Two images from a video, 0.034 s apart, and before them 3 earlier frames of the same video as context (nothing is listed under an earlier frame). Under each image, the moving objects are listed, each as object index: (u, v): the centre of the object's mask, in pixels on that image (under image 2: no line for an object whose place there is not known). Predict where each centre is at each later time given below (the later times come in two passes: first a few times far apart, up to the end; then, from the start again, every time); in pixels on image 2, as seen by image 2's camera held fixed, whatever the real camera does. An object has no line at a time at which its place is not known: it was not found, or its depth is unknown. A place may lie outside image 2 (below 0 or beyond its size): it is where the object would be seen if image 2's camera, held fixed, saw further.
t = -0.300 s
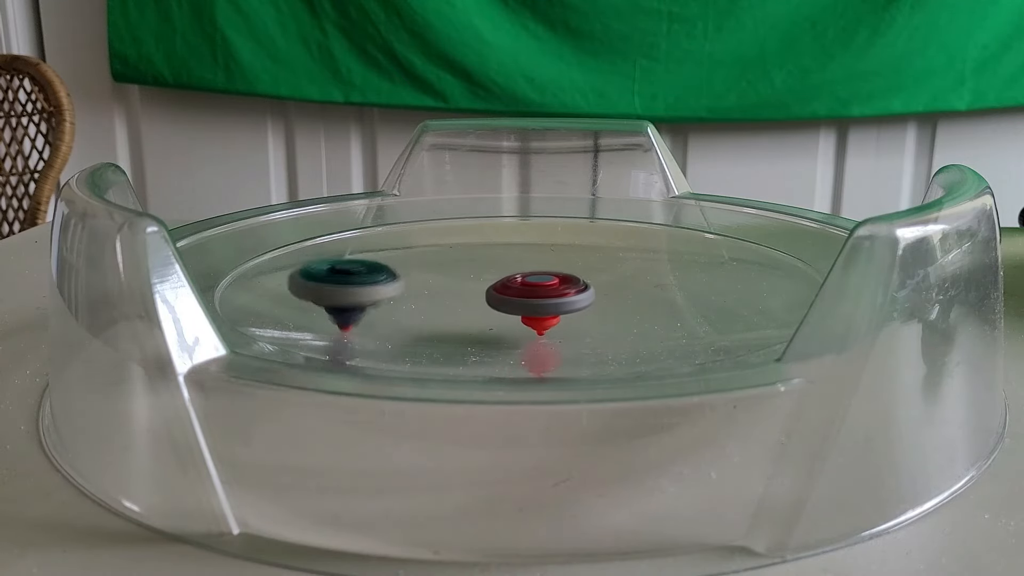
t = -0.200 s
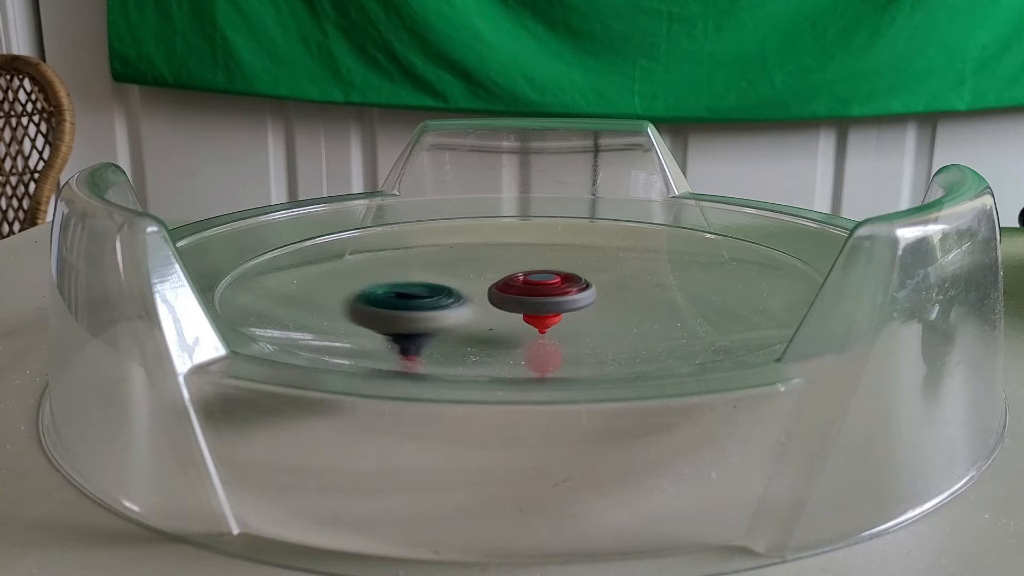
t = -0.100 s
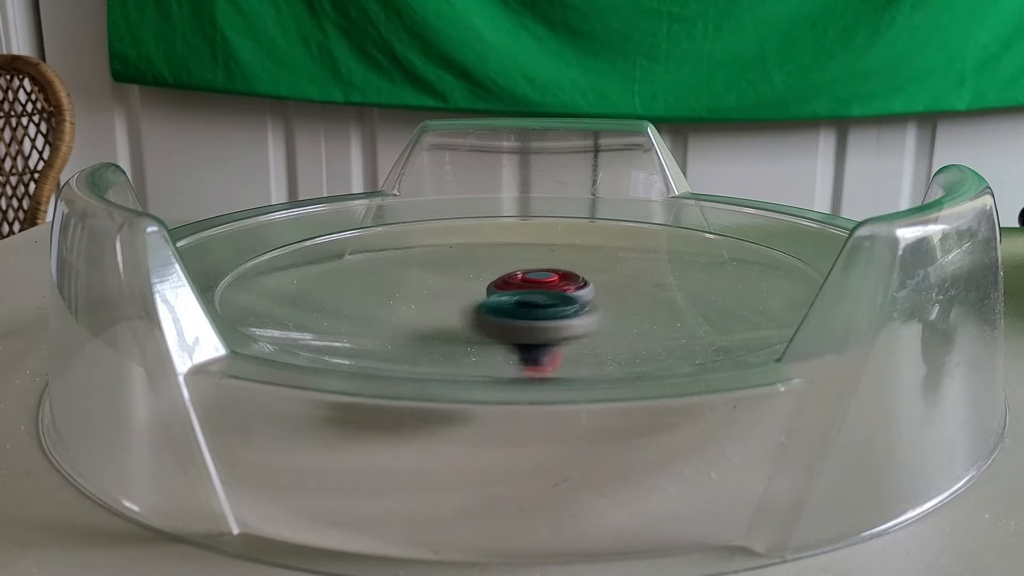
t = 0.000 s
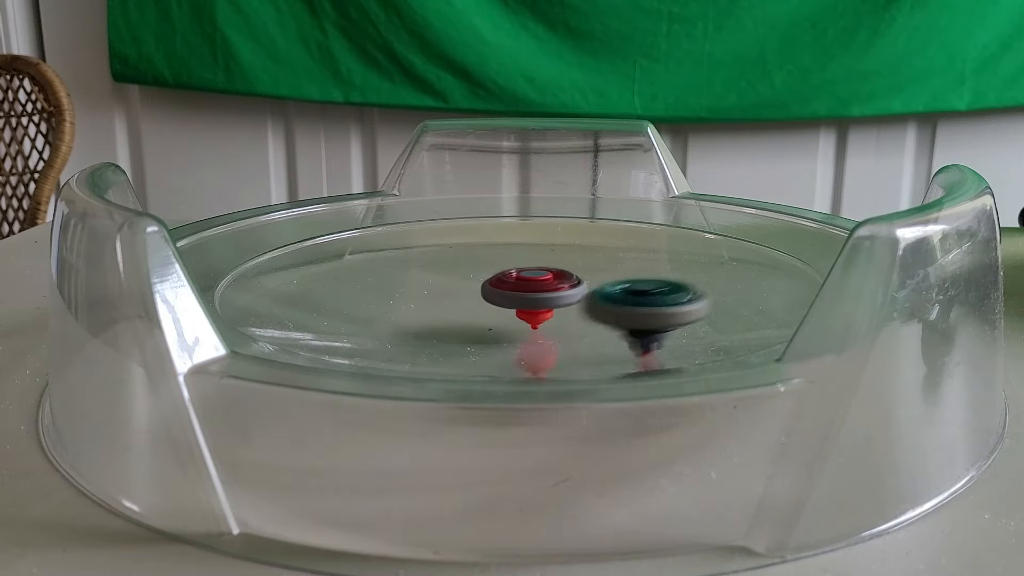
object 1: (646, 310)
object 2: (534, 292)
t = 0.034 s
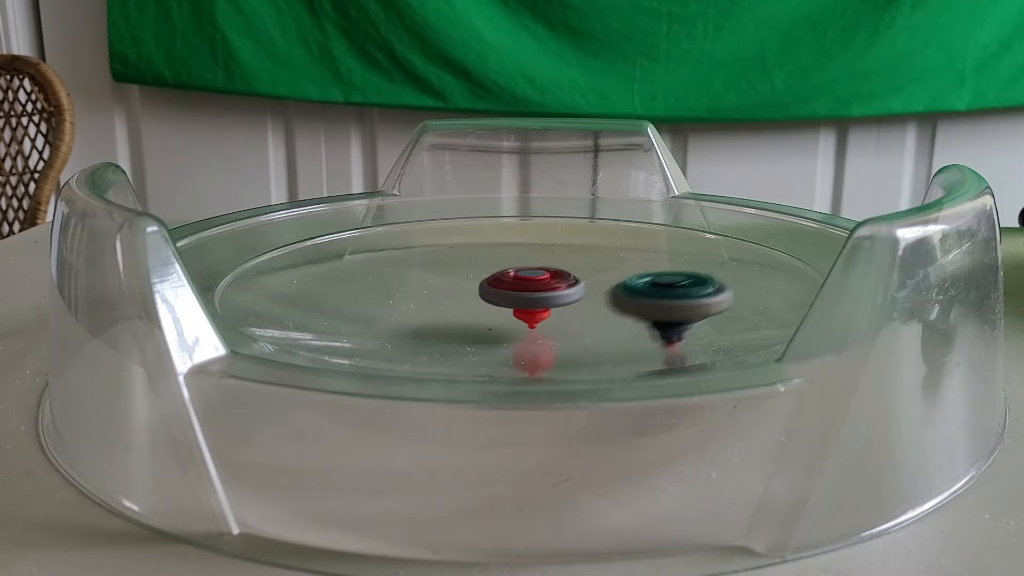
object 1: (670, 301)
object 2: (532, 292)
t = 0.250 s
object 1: (637, 248)
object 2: (510, 291)
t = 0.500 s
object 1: (426, 245)
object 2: (505, 296)
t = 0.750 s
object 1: (382, 305)
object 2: (517, 297)
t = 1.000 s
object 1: (656, 307)
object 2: (527, 293)
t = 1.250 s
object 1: (628, 249)
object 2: (517, 289)
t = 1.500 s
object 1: (418, 251)
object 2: (507, 291)
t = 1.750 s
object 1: (394, 308)
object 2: (518, 294)
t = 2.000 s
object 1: (656, 304)
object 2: (536, 292)
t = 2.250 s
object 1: (608, 249)
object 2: (532, 288)
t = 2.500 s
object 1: (422, 254)
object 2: (517, 290)
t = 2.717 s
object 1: (402, 304)
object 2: (518, 295)
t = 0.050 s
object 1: (679, 297)
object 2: (530, 291)
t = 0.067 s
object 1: (686, 292)
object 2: (528, 291)
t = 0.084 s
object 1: (690, 288)
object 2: (527, 291)
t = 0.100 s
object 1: (693, 283)
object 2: (525, 291)
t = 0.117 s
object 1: (694, 279)
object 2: (523, 291)
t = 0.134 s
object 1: (693, 275)
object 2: (521, 291)
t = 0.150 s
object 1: (689, 270)
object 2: (519, 291)
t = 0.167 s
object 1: (684, 265)
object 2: (517, 291)
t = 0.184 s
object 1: (678, 262)
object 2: (516, 291)
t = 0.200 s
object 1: (670, 258)
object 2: (514, 291)
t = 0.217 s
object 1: (661, 254)
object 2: (512, 291)
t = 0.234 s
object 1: (649, 251)
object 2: (511, 291)
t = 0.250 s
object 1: (637, 248)
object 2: (510, 291)
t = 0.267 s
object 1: (626, 245)
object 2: (508, 292)
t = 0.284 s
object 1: (613, 243)
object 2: (507, 292)
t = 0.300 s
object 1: (599, 242)
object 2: (506, 292)
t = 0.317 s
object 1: (584, 239)
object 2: (506, 292)
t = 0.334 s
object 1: (570, 239)
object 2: (505, 293)
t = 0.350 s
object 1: (556, 238)
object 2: (505, 293)
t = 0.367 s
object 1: (541, 237)
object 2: (504, 293)
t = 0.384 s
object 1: (526, 237)
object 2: (504, 294)
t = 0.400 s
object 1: (510, 237)
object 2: (504, 294)
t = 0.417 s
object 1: (495, 238)
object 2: (504, 294)
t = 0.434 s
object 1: (481, 239)
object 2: (504, 294)
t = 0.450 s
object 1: (467, 240)
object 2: (504, 295)
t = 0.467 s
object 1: (452, 242)
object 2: (504, 295)
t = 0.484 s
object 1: (439, 243)
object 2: (504, 295)
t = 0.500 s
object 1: (426, 245)
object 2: (505, 296)
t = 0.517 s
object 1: (414, 248)
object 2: (505, 296)
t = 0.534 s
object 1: (402, 251)
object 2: (506, 296)
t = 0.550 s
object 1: (392, 254)
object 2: (506, 296)
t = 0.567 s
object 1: (383, 257)
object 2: (507, 296)
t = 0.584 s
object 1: (375, 261)
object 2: (508, 296)
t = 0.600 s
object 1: (368, 264)
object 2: (508, 296)
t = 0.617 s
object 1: (362, 269)
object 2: (509, 296)
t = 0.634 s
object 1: (357, 273)
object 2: (510, 296)
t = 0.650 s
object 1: (355, 277)
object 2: (511, 296)
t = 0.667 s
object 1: (353, 282)
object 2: (512, 296)
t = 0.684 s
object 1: (355, 287)
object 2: (513, 296)
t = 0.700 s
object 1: (359, 291)
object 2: (514, 297)
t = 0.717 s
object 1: (364, 296)
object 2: (515, 297)
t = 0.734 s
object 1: (372, 300)
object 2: (516, 297)
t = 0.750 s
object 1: (382, 305)
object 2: (517, 297)
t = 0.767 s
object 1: (395, 308)
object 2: (518, 296)
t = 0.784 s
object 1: (409, 312)
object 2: (520, 296)
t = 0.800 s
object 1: (426, 315)
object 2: (523, 296)
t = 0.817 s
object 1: (445, 318)
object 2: (527, 294)
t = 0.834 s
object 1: (465, 321)
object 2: (531, 290)
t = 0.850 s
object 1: (486, 323)
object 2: (533, 287)
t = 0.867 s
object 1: (507, 323)
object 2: (529, 284)
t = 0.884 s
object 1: (526, 323)
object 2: (522, 283)
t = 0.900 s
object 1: (550, 321)
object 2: (516, 285)
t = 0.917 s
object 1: (571, 322)
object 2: (515, 287)
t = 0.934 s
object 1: (592, 320)
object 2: (518, 292)
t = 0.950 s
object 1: (609, 318)
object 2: (521, 293)
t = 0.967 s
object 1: (627, 313)
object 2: (525, 293)
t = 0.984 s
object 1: (642, 310)
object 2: (527, 293)
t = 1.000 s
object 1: (656, 307)
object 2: (527, 293)
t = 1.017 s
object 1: (668, 303)
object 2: (527, 293)
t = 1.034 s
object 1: (676, 299)
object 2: (527, 292)
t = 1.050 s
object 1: (684, 295)
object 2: (527, 292)
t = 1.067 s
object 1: (689, 291)
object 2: (527, 292)
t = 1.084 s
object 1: (692, 286)
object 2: (526, 291)
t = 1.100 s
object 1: (694, 281)
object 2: (526, 291)
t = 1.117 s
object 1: (692, 277)
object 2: (525, 290)
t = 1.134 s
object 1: (689, 273)
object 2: (524, 290)
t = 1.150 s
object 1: (685, 269)
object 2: (523, 290)
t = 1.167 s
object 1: (679, 265)
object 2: (522, 289)
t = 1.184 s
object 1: (671, 261)
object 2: (522, 289)
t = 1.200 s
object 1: (662, 258)
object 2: (521, 289)
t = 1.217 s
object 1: (651, 254)
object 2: (519, 289)
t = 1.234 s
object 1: (640, 252)
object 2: (518, 289)
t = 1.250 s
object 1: (628, 249)
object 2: (517, 289)
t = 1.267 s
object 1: (616, 247)
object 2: (516, 288)
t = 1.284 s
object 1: (602, 245)
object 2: (515, 288)
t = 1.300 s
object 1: (588, 243)
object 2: (514, 288)
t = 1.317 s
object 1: (573, 242)
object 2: (513, 288)
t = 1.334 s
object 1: (559, 241)
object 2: (512, 289)
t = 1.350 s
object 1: (543, 240)
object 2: (511, 289)
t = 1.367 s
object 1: (529, 239)
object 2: (510, 289)
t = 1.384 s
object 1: (515, 239)
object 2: (509, 289)
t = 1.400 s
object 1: (500, 239)
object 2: (509, 289)
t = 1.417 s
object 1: (486, 240)
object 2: (508, 290)
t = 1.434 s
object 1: (470, 242)
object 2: (508, 290)
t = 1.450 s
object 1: (458, 245)
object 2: (507, 290)
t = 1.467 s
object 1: (444, 247)
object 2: (507, 290)
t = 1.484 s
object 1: (430, 249)
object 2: (507, 290)
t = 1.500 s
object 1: (418, 251)
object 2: (507, 291)
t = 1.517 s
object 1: (406, 254)
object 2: (507, 291)
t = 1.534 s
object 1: (396, 257)
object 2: (507, 291)
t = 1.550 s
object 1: (386, 260)
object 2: (507, 291)
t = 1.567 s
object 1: (377, 263)
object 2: (508, 292)
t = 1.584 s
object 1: (371, 267)
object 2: (508, 292)
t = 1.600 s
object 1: (365, 270)
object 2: (508, 292)
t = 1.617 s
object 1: (361, 274)
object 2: (509, 293)
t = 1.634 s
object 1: (358, 278)
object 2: (510, 293)
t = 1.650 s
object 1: (357, 283)
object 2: (511, 293)
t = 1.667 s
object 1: (358, 287)
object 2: (511, 293)
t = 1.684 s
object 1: (361, 292)
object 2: (513, 294)
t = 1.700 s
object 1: (366, 295)
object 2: (514, 294)
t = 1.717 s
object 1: (372, 300)
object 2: (515, 294)
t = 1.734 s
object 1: (383, 304)
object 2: (516, 294)
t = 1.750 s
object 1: (394, 308)
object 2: (518, 294)
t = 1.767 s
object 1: (408, 312)
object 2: (520, 294)
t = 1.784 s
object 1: (425, 314)
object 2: (524, 294)
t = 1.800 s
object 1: (441, 317)
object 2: (528, 293)
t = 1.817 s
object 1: (461, 320)
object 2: (532, 291)
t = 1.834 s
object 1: (478, 322)
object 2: (535, 287)
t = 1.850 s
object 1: (500, 323)
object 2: (535, 284)
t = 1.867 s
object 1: (520, 324)
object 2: (532, 282)
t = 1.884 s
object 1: (540, 324)
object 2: (526, 282)
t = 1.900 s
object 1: (563, 320)
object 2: (522, 284)
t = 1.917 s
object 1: (581, 319)
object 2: (522, 286)
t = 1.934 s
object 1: (600, 317)
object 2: (525, 291)
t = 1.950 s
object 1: (616, 315)
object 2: (529, 292)
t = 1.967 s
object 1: (632, 312)
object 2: (533, 292)
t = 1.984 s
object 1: (645, 309)
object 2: (535, 292)
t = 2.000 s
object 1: (656, 304)
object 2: (536, 292)
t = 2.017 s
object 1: (665, 300)
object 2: (537, 292)
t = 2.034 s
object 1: (673, 296)
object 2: (537, 291)
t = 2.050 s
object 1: (678, 292)
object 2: (537, 291)
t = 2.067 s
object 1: (681, 288)
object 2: (537, 291)
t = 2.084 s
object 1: (682, 283)
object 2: (537, 290)
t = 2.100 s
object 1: (681, 279)
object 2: (537, 290)
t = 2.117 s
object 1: (679, 275)
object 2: (537, 290)
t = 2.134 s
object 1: (675, 271)
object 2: (537, 290)
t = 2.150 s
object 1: (668, 267)
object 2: (536, 289)
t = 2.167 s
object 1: (661, 263)
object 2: (536, 289)
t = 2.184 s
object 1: (653, 259)
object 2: (535, 289)
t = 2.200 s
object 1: (643, 256)
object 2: (534, 289)
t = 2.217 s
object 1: (632, 254)
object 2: (534, 288)
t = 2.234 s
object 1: (621, 251)
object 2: (533, 288)
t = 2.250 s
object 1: (608, 249)
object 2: (532, 288)
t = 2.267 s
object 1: (595, 247)
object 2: (531, 288)
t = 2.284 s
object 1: (582, 244)
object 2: (530, 288)
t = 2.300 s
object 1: (569, 242)
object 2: (529, 288)
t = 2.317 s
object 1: (555, 240)
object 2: (527, 288)
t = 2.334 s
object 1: (542, 240)
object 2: (526, 288)
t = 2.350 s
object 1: (530, 238)
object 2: (525, 288)
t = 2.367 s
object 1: (518, 240)
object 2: (524, 288)
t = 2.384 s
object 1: (506, 241)
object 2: (523, 288)
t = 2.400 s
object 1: (494, 242)
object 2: (523, 289)
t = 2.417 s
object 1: (482, 244)
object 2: (522, 289)
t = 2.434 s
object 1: (469, 246)
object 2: (521, 289)
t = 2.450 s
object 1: (457, 248)
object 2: (520, 289)
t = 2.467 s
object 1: (445, 250)
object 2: (518, 290)
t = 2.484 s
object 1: (433, 252)
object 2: (518, 290)
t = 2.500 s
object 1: (422, 254)
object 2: (517, 290)
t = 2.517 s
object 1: (412, 257)
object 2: (516, 291)
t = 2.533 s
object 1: (403, 260)
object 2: (515, 291)
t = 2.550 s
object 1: (394, 263)
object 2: (515, 291)
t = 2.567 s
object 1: (387, 267)
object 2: (515, 292)
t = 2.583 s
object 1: (382, 271)
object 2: (515, 292)
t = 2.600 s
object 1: (377, 275)
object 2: (515, 293)
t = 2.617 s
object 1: (375, 279)
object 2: (515, 293)
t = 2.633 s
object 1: (374, 283)
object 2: (515, 293)
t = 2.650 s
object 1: (376, 288)
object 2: (515, 294)
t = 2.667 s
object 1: (379, 291)
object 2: (516, 294)
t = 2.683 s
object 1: (385, 296)
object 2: (517, 295)
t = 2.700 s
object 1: (392, 300)
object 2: (517, 295)
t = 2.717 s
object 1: (402, 304)
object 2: (518, 295)
